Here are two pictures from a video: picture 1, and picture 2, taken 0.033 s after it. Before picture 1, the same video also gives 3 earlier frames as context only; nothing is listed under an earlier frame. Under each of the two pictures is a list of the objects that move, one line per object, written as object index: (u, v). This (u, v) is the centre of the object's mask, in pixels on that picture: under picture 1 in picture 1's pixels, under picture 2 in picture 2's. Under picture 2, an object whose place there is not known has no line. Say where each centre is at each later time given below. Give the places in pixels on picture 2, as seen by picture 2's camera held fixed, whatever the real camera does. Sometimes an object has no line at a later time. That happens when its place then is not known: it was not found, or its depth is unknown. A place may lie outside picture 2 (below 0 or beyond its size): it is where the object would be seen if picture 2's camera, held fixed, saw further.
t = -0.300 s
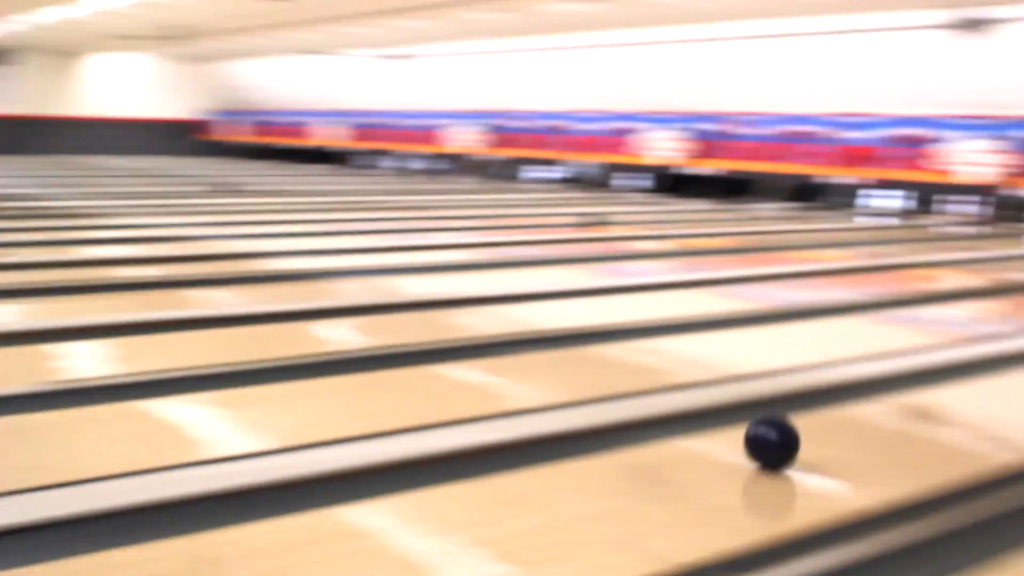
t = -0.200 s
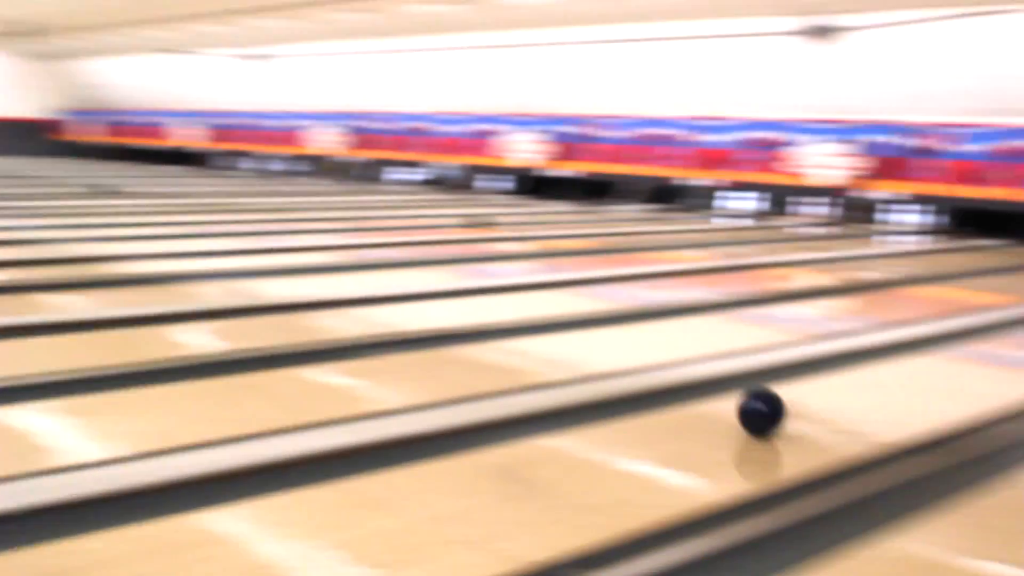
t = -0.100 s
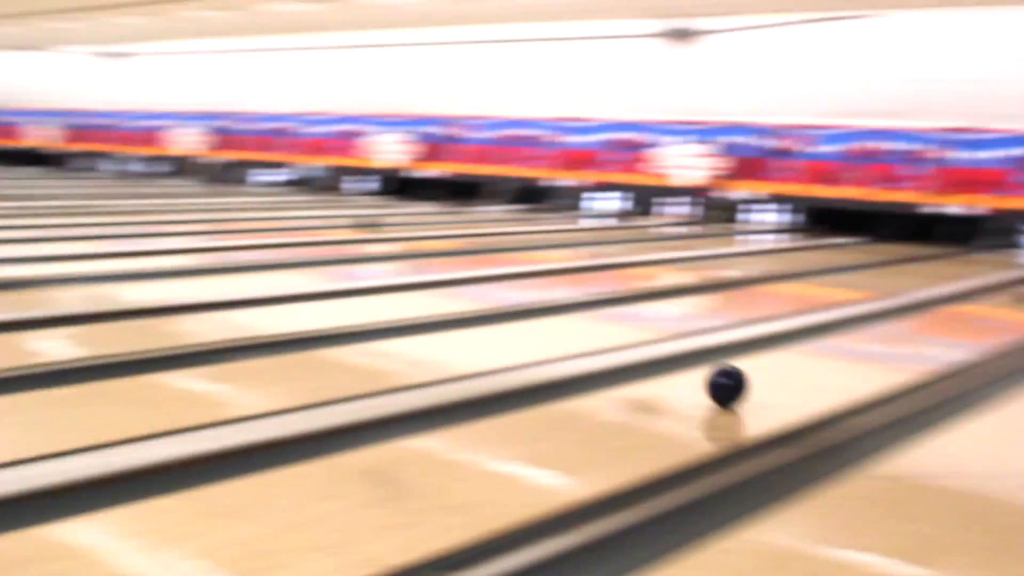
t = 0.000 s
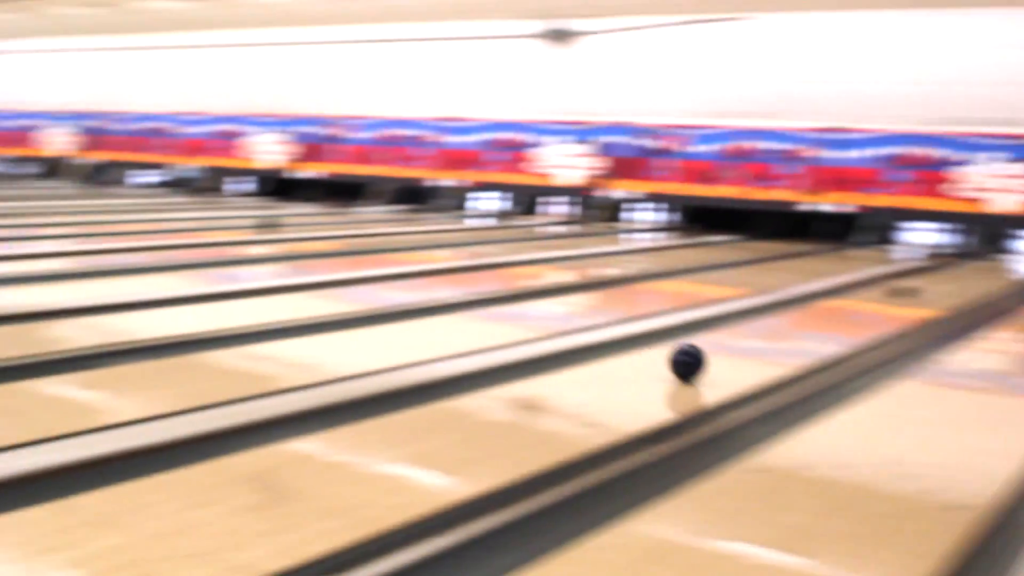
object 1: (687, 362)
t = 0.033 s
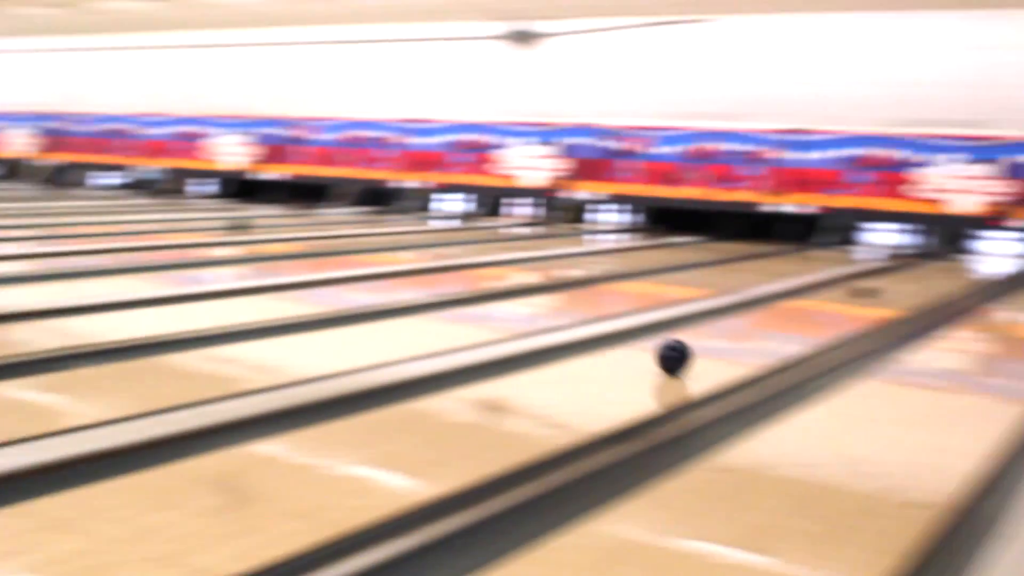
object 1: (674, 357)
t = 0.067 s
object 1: (695, 351)
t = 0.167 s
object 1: (751, 337)
